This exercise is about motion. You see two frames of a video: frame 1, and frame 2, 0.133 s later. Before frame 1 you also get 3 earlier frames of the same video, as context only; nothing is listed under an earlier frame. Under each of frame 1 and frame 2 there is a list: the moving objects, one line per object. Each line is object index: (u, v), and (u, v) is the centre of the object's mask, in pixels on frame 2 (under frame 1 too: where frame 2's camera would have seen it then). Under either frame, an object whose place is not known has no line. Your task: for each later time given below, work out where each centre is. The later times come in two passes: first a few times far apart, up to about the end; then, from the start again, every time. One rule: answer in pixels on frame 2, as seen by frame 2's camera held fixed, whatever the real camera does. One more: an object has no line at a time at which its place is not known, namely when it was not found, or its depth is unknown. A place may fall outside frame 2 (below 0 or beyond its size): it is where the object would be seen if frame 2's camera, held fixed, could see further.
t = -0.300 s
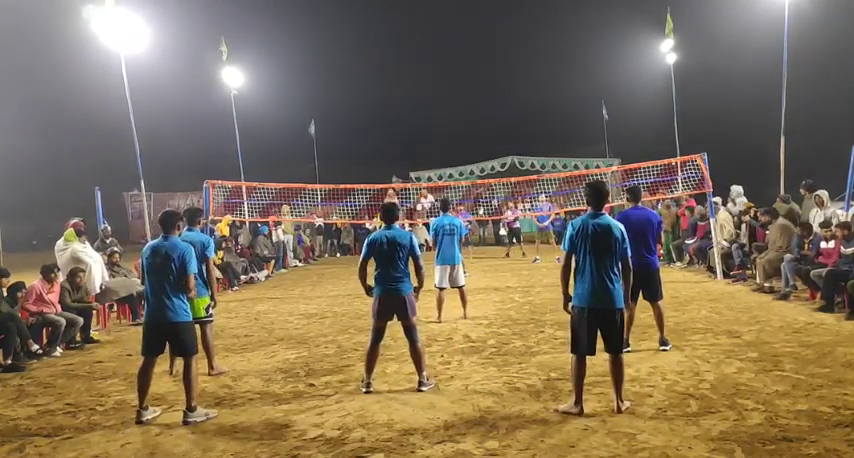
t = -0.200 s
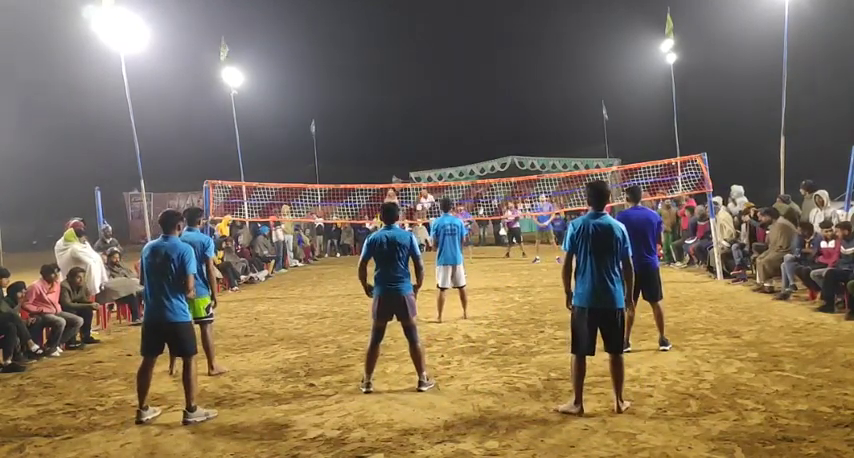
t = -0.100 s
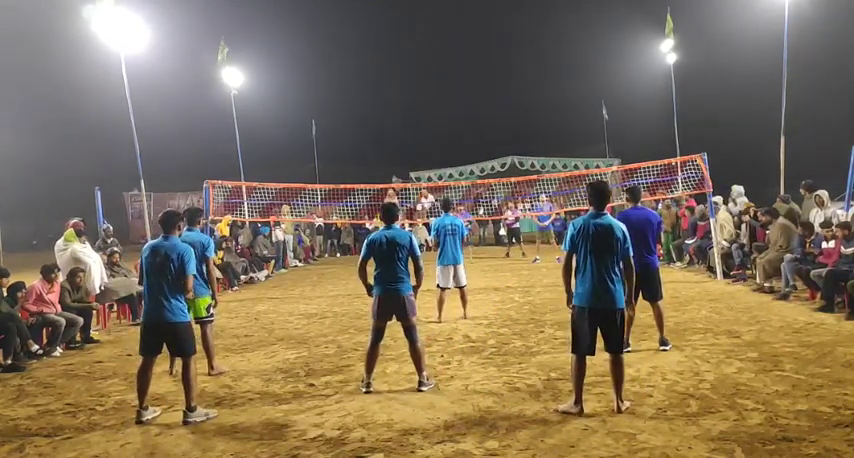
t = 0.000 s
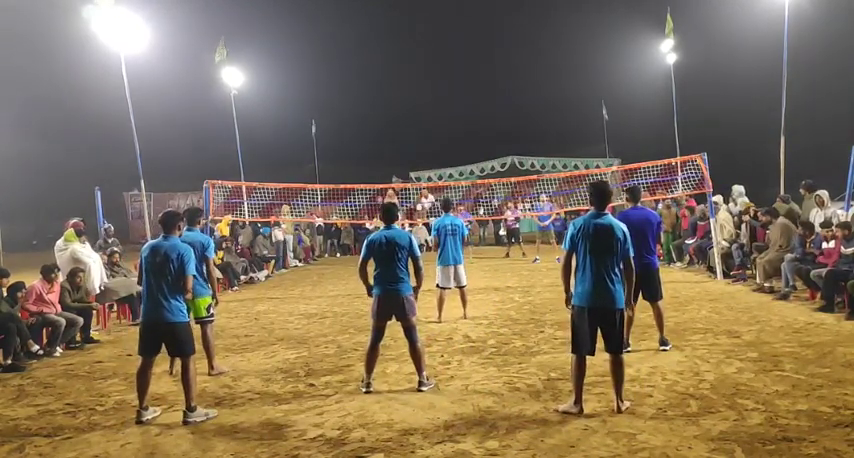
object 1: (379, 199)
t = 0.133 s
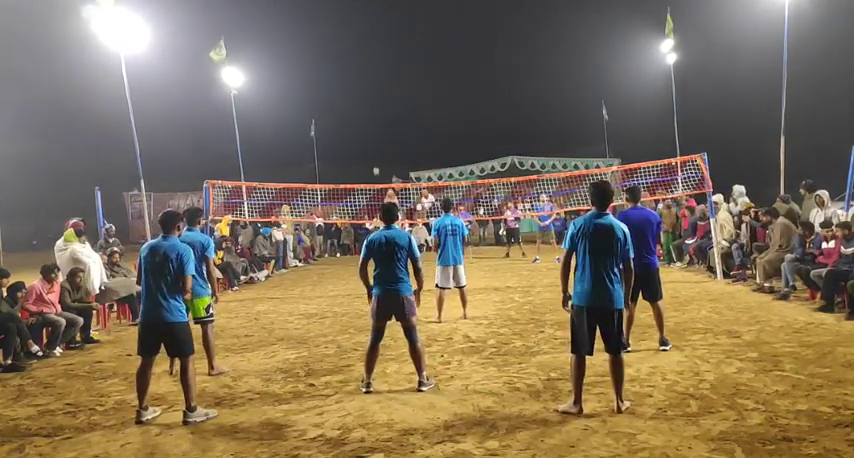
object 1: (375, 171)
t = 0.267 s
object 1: (372, 143)
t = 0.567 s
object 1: (363, 89)
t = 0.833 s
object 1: (355, 57)
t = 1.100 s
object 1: (345, 54)
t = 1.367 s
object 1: (332, 110)
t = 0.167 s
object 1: (374, 164)
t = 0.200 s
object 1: (374, 157)
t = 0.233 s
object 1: (372, 150)
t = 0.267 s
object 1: (372, 143)
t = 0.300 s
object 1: (371, 137)
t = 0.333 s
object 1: (370, 130)
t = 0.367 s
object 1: (369, 124)
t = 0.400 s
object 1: (368, 117)
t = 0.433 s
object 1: (367, 111)
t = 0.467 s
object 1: (366, 105)
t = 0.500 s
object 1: (365, 100)
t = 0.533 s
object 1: (364, 94)
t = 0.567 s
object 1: (363, 89)
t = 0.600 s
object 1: (362, 84)
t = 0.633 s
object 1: (361, 79)
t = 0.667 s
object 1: (361, 75)
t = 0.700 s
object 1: (359, 71)
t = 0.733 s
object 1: (358, 67)
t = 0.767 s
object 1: (357, 63)
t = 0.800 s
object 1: (356, 60)
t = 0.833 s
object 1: (355, 57)
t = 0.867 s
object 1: (354, 55)
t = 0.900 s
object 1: (353, 53)
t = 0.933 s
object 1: (352, 52)
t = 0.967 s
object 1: (350, 51)
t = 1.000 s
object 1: (349, 51)
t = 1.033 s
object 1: (348, 51)
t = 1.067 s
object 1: (347, 53)
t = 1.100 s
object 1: (345, 54)
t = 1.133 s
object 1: (344, 57)
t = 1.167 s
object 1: (343, 61)
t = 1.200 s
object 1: (341, 66)
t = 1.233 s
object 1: (339, 72)
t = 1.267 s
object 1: (338, 79)
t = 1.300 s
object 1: (336, 88)
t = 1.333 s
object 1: (334, 98)
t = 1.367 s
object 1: (332, 110)
